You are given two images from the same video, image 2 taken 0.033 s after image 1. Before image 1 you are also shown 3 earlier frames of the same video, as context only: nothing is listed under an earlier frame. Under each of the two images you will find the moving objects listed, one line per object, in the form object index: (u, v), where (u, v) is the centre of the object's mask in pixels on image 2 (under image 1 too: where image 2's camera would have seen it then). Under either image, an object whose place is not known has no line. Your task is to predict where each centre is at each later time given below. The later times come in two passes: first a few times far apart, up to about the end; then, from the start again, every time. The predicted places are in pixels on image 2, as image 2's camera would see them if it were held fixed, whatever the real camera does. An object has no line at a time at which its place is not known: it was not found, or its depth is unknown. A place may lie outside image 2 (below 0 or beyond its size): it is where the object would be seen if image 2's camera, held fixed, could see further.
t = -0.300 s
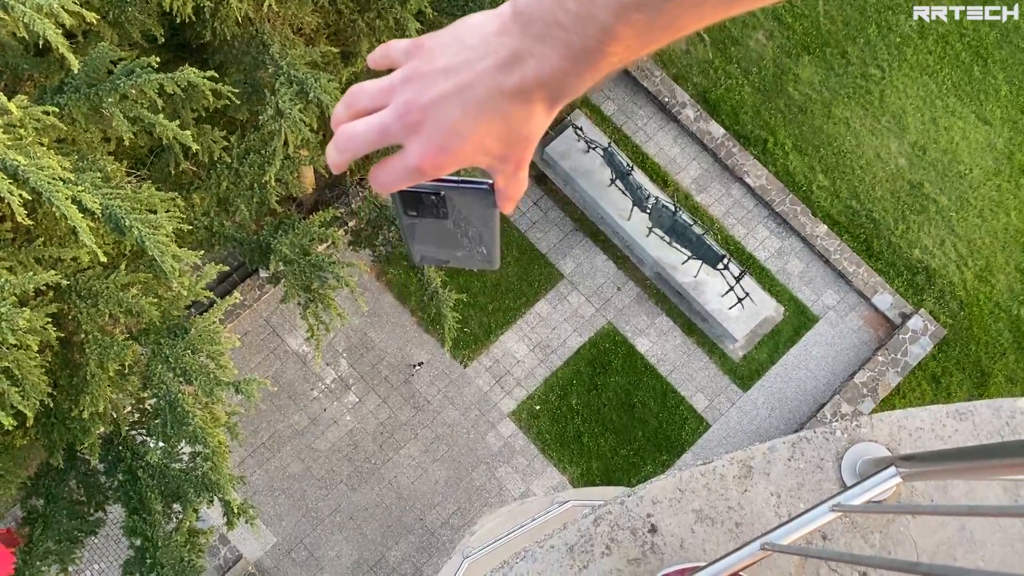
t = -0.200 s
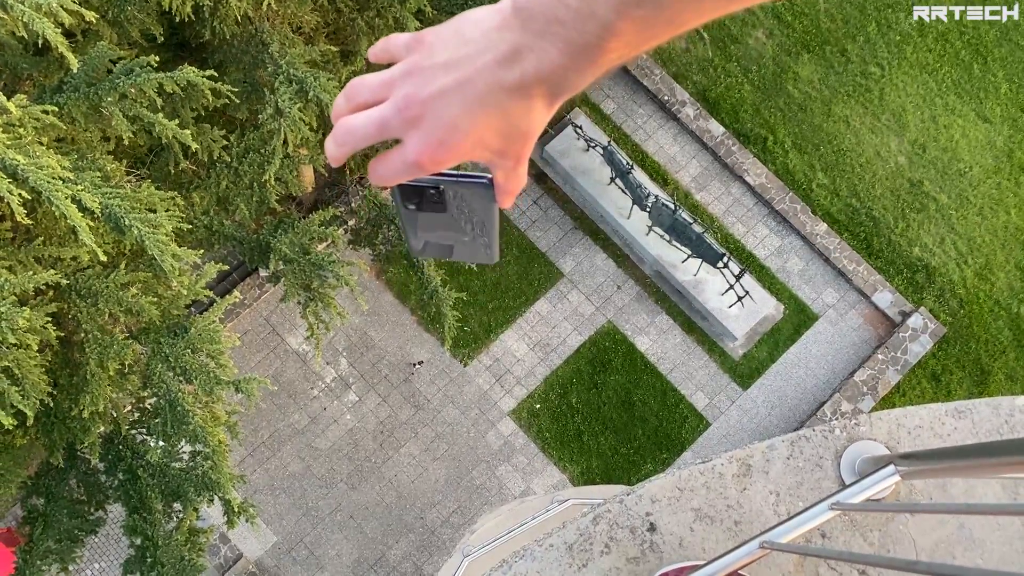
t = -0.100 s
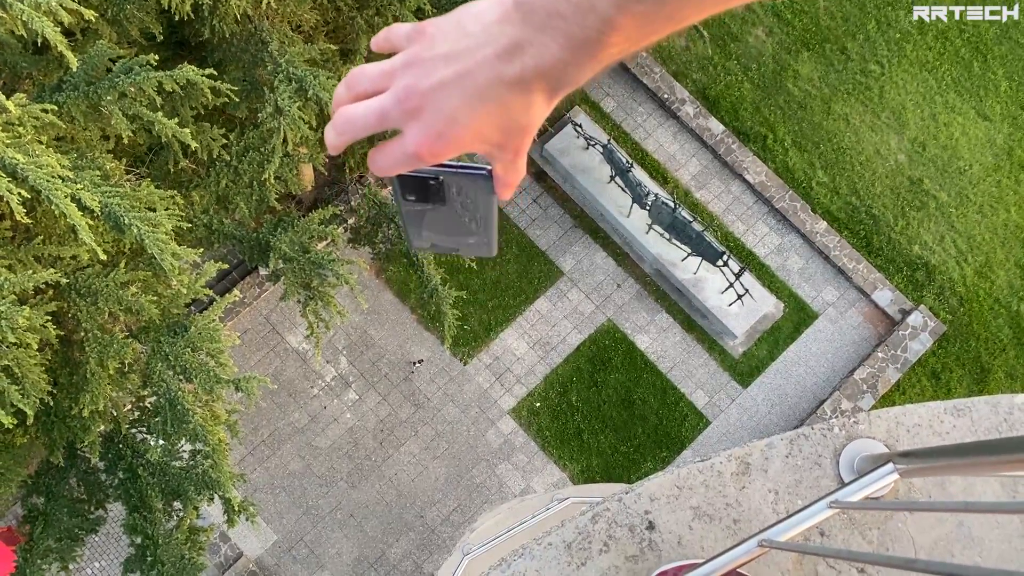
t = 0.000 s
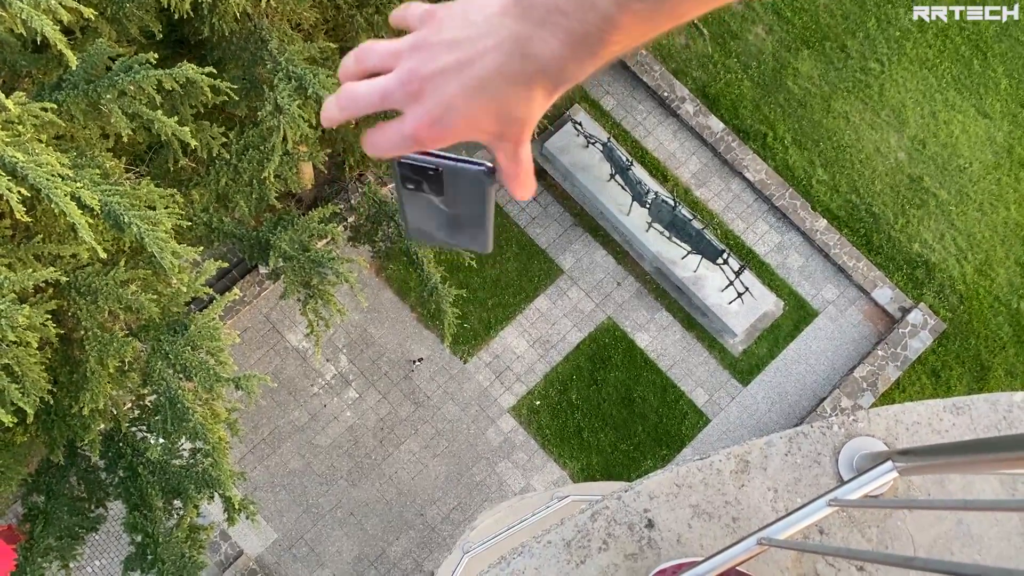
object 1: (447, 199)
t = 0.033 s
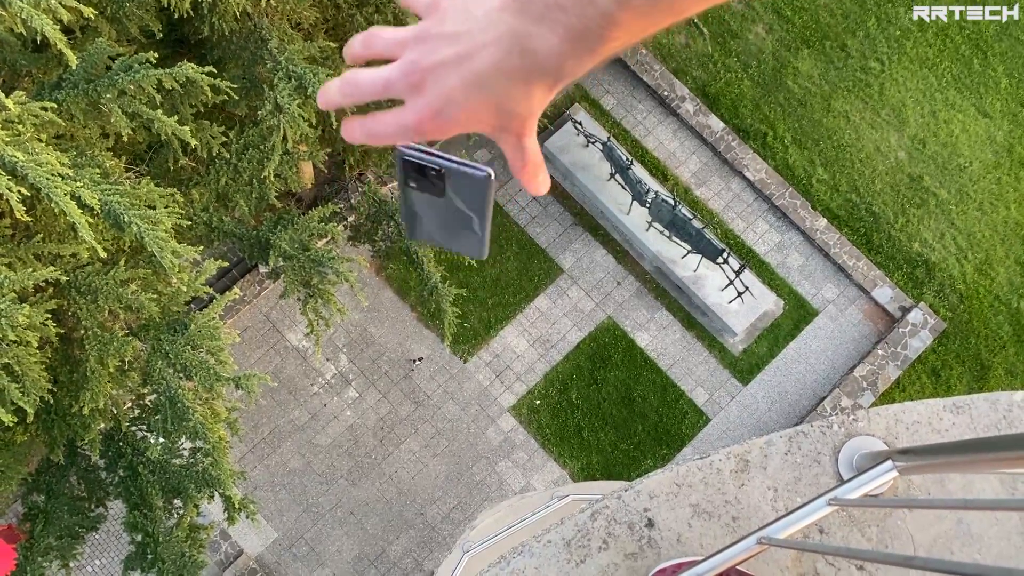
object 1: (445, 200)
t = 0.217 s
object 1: (453, 275)
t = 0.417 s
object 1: (451, 367)
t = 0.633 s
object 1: (443, 419)
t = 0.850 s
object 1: (440, 440)
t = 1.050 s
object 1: (443, 456)
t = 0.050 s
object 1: (446, 203)
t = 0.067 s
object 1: (446, 207)
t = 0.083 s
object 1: (447, 213)
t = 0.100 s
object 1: (448, 218)
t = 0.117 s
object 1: (449, 226)
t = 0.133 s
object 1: (450, 233)
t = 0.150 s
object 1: (450, 241)
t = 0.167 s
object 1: (451, 249)
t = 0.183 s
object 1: (452, 258)
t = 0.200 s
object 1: (452, 266)
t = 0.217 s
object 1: (453, 275)
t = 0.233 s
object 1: (453, 284)
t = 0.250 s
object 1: (453, 292)
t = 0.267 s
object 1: (453, 301)
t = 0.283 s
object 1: (453, 310)
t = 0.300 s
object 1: (453, 317)
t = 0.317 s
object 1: (453, 325)
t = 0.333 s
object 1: (453, 333)
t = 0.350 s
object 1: (453, 341)
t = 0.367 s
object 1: (452, 347)
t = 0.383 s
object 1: (452, 354)
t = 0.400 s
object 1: (452, 361)
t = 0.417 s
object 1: (451, 367)
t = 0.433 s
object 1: (450, 372)
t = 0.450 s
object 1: (450, 377)
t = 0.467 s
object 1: (450, 382)
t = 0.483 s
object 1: (449, 387)
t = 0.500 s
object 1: (448, 391)
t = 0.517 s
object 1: (448, 396)
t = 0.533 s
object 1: (447, 400)
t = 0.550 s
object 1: (447, 403)
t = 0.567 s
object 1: (445, 407)
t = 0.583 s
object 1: (445, 410)
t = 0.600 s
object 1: (445, 413)
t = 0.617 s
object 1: (444, 416)
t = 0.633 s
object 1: (443, 419)
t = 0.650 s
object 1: (442, 421)
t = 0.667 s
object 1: (442, 424)
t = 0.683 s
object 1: (441, 426)
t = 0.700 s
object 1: (440, 427)
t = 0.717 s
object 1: (440, 429)
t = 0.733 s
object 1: (439, 431)
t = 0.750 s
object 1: (439, 433)
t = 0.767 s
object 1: (439, 434)
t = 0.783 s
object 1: (439, 436)
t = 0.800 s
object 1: (439, 437)
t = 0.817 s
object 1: (439, 438)
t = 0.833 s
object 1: (439, 439)
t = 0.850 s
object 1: (440, 440)
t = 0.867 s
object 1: (439, 442)
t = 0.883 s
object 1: (439, 443)
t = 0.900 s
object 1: (439, 444)
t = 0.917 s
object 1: (439, 446)
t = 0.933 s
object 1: (440, 447)
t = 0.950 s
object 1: (440, 448)
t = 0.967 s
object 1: (440, 449)
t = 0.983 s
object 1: (441, 450)
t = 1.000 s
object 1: (441, 451)
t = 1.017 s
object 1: (442, 452)
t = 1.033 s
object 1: (442, 455)
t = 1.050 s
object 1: (443, 456)
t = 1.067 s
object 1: (443, 457)
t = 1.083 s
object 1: (444, 458)
